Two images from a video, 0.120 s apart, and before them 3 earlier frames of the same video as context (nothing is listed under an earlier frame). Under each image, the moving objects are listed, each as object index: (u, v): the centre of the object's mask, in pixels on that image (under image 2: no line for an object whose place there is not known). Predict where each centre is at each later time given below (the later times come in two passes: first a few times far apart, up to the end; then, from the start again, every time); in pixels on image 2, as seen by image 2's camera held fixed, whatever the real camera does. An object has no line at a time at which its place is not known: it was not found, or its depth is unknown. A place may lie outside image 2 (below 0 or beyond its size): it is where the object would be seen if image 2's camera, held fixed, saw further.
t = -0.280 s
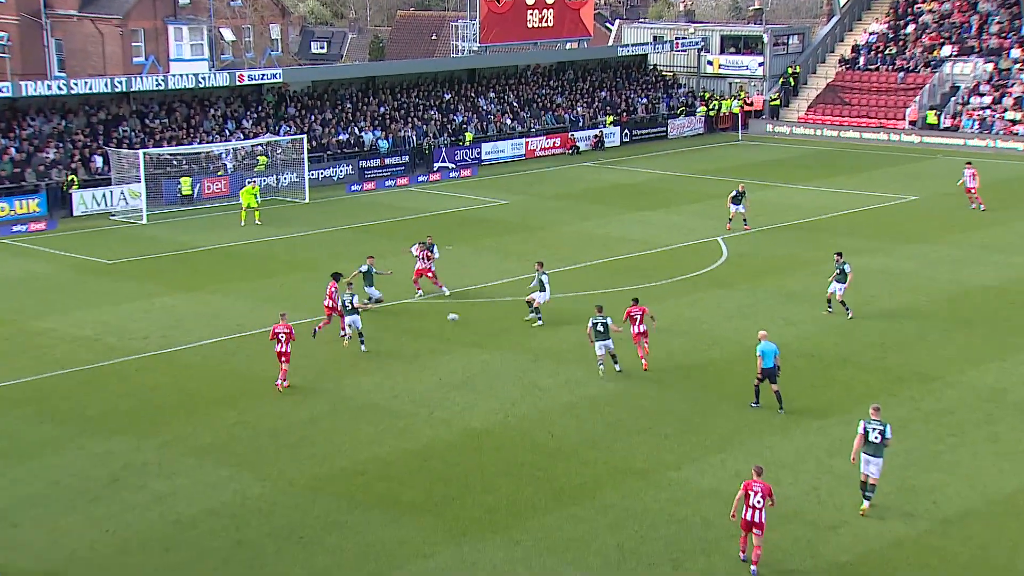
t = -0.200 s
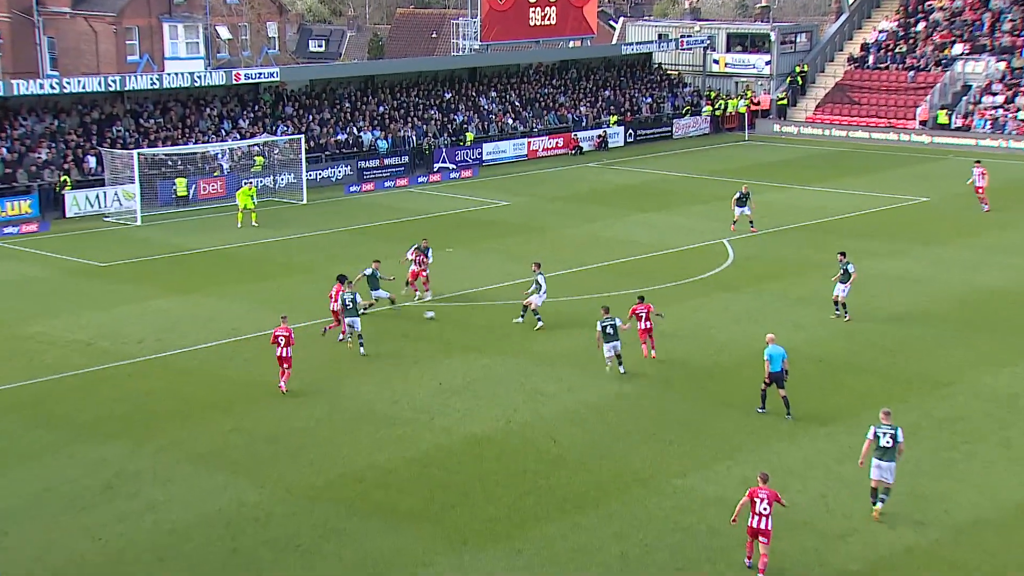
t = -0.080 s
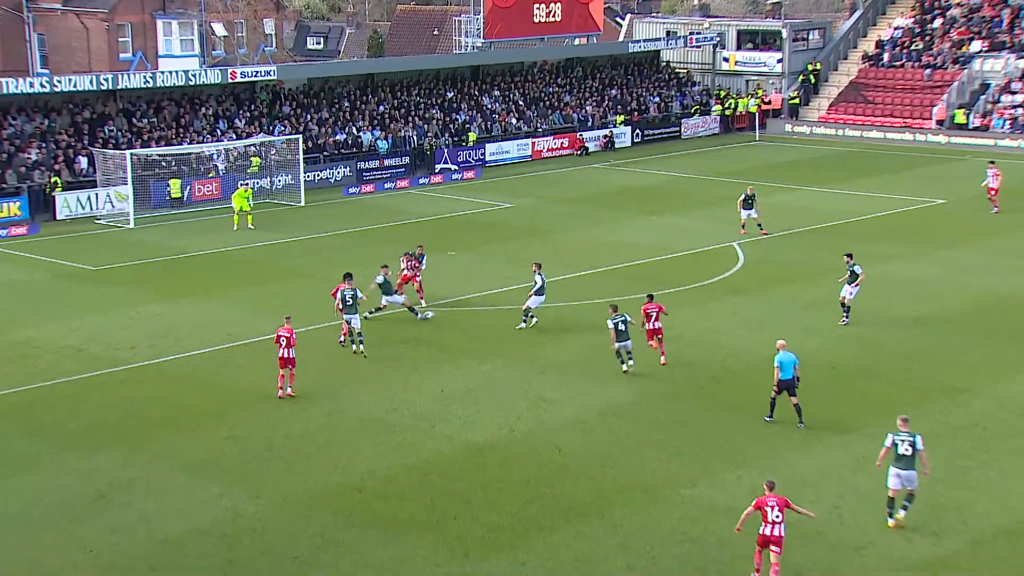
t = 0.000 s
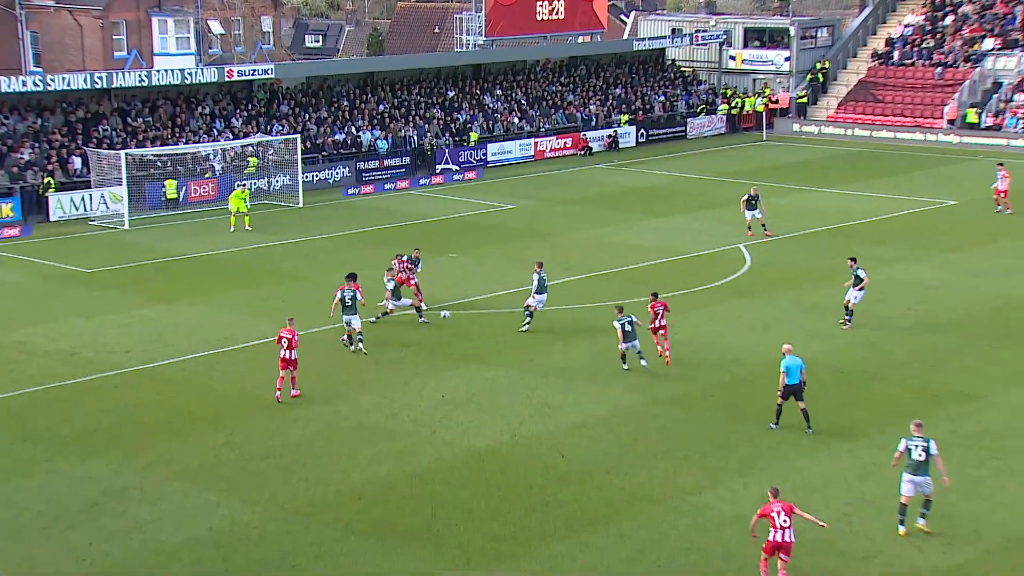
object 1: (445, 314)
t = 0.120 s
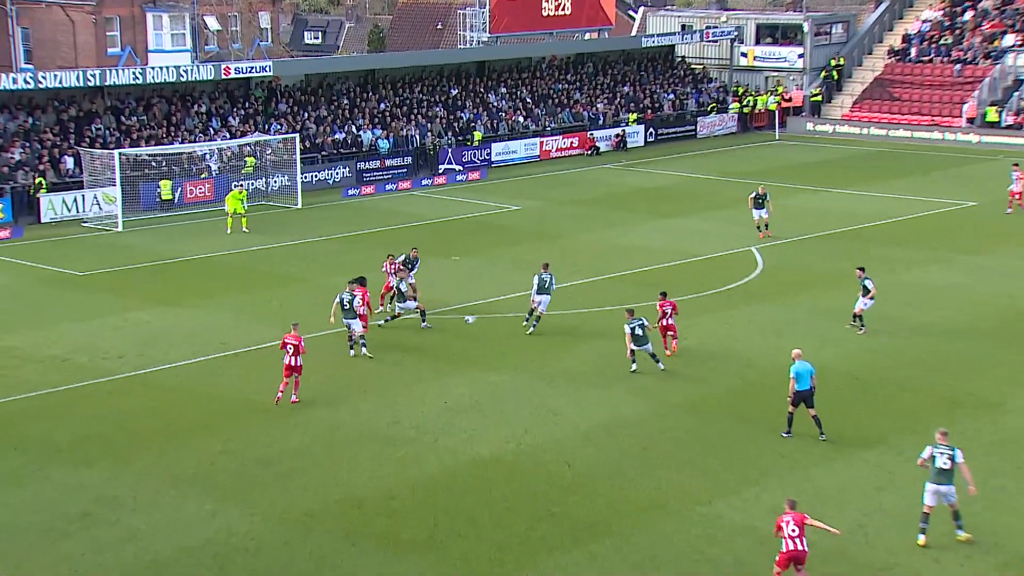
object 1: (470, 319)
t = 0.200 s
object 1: (484, 324)
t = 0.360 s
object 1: (512, 342)
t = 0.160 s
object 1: (477, 321)
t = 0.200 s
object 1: (484, 324)
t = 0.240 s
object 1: (492, 327)
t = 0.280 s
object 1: (498, 331)
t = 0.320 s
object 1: (506, 336)
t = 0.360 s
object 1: (512, 342)
